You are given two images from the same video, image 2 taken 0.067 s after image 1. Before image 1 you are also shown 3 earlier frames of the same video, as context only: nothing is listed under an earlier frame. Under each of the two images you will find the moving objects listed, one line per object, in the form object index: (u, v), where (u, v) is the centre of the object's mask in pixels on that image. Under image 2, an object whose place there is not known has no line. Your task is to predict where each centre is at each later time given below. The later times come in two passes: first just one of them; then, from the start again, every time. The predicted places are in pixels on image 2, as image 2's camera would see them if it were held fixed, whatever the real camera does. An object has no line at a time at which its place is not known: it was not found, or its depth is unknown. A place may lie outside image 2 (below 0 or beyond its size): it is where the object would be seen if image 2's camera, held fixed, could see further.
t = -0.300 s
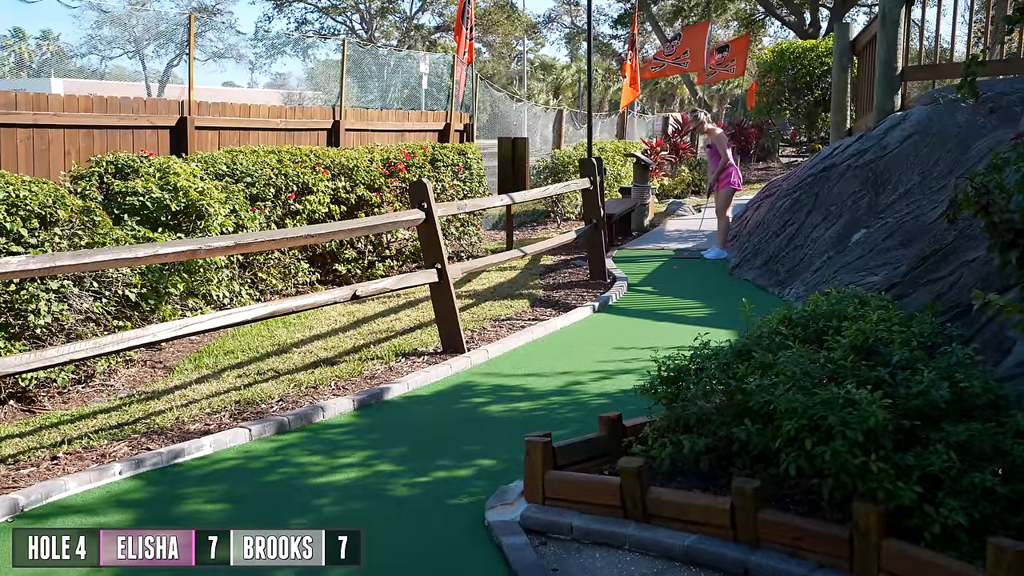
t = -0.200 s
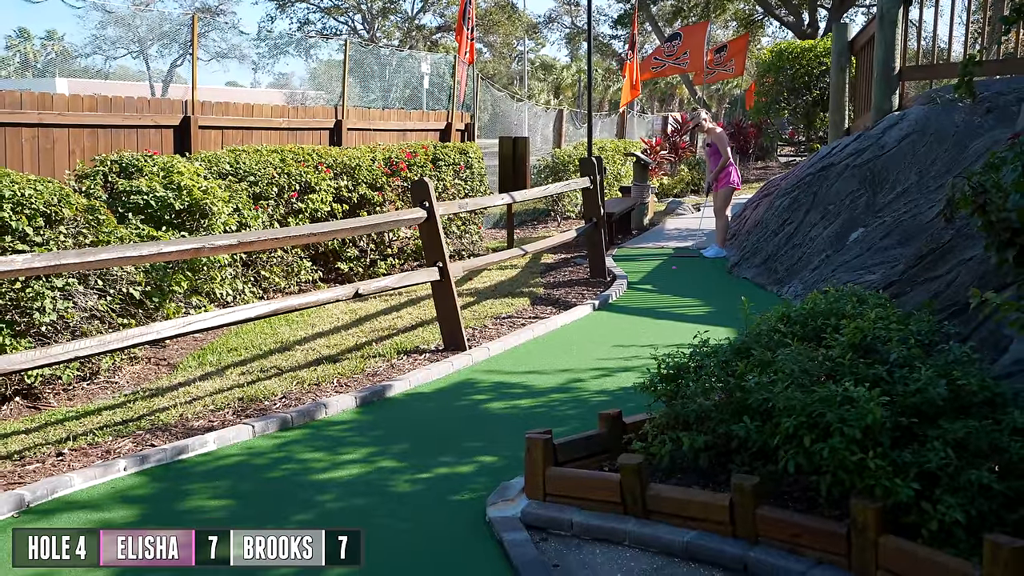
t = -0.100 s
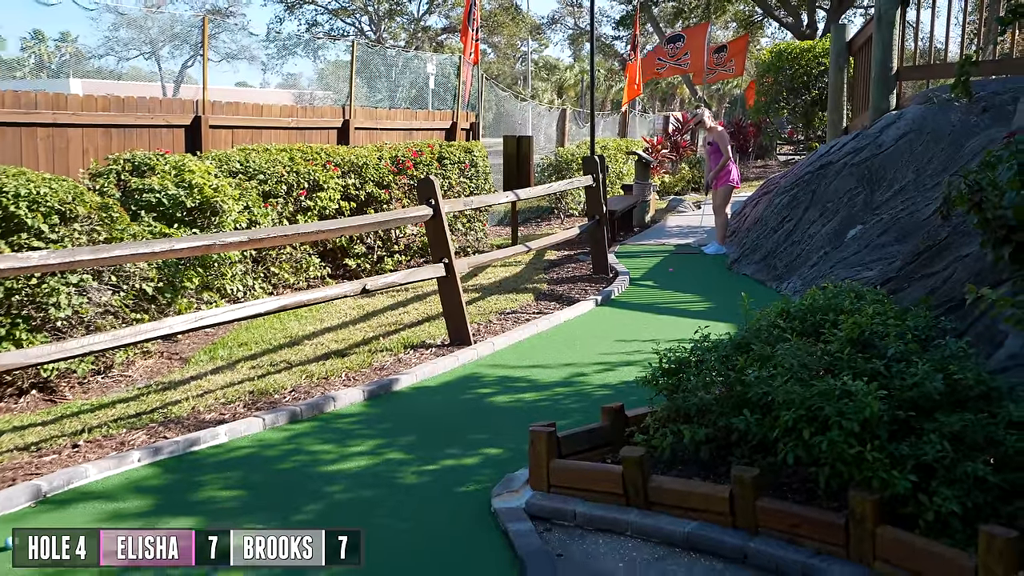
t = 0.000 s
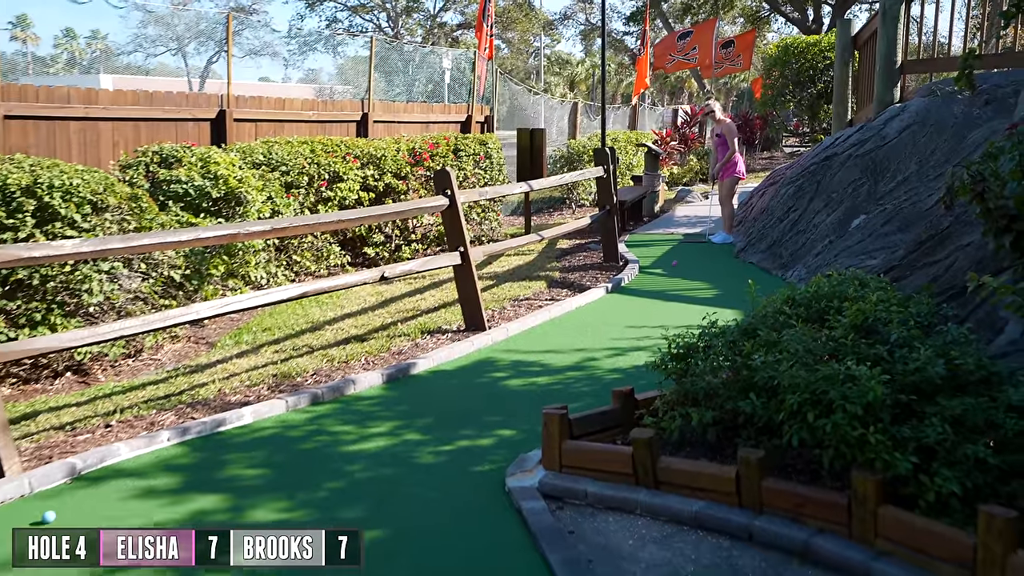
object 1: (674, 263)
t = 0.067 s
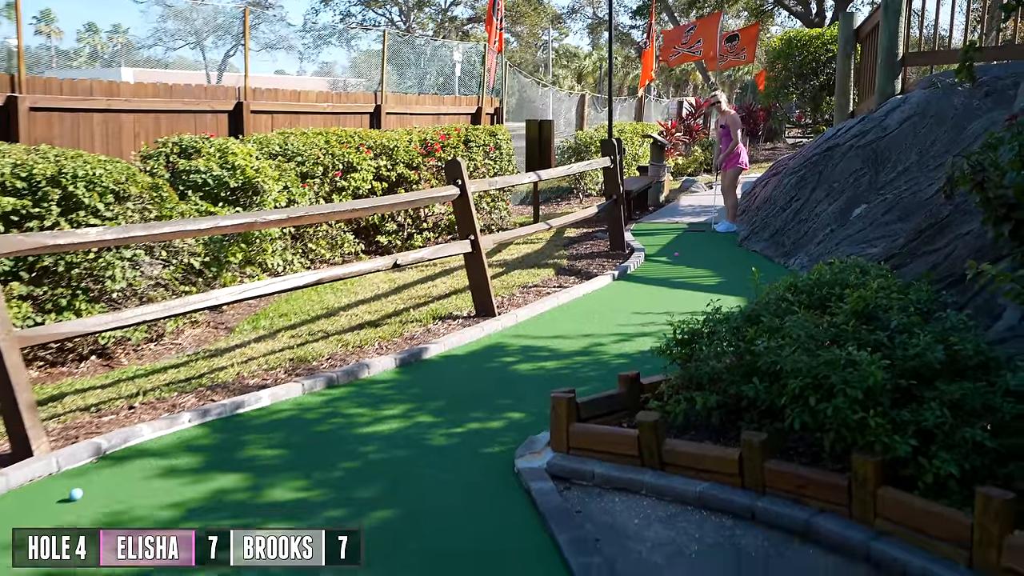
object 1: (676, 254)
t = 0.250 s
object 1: (667, 254)
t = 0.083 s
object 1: (675, 255)
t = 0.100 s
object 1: (675, 254)
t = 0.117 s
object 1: (674, 254)
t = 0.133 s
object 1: (673, 254)
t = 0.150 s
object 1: (672, 255)
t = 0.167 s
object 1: (672, 254)
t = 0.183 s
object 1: (671, 253)
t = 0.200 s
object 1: (670, 253)
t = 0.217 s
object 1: (669, 254)
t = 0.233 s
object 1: (668, 254)
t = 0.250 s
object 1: (667, 254)
